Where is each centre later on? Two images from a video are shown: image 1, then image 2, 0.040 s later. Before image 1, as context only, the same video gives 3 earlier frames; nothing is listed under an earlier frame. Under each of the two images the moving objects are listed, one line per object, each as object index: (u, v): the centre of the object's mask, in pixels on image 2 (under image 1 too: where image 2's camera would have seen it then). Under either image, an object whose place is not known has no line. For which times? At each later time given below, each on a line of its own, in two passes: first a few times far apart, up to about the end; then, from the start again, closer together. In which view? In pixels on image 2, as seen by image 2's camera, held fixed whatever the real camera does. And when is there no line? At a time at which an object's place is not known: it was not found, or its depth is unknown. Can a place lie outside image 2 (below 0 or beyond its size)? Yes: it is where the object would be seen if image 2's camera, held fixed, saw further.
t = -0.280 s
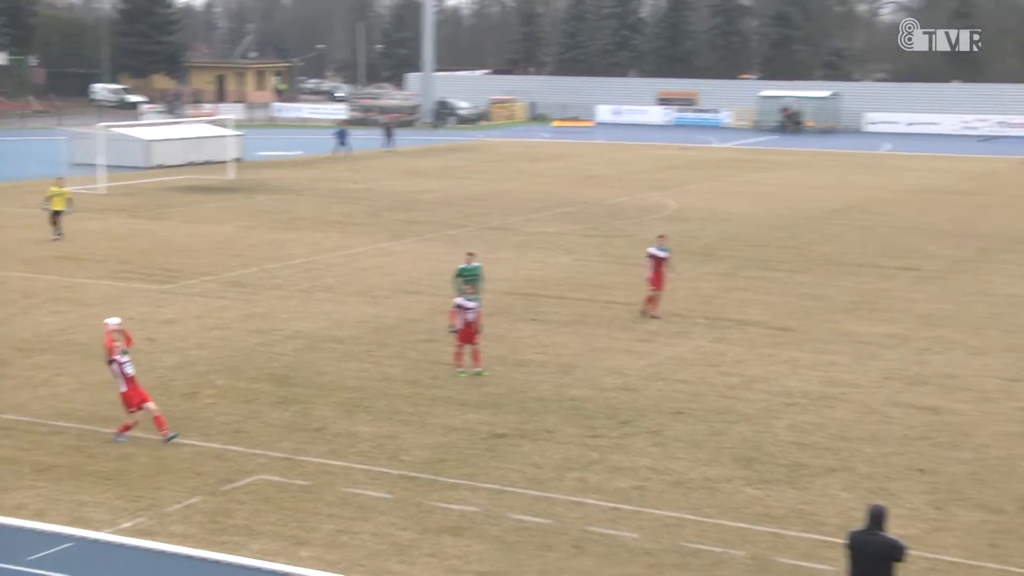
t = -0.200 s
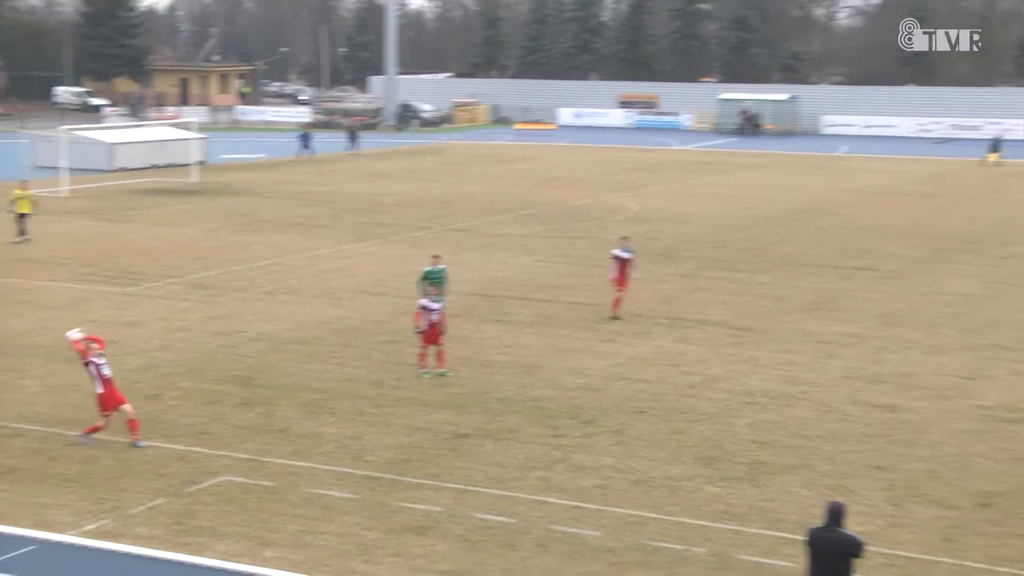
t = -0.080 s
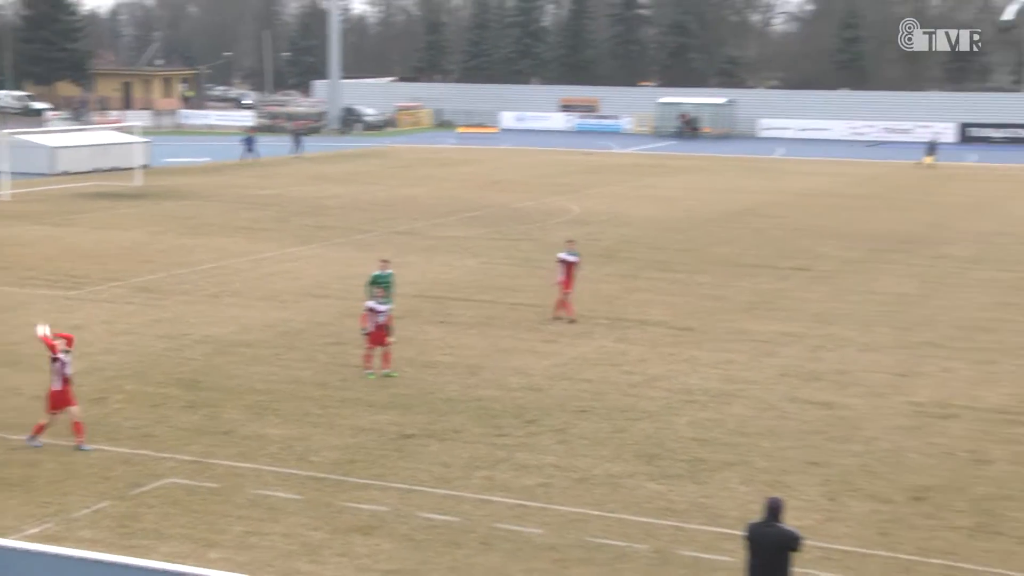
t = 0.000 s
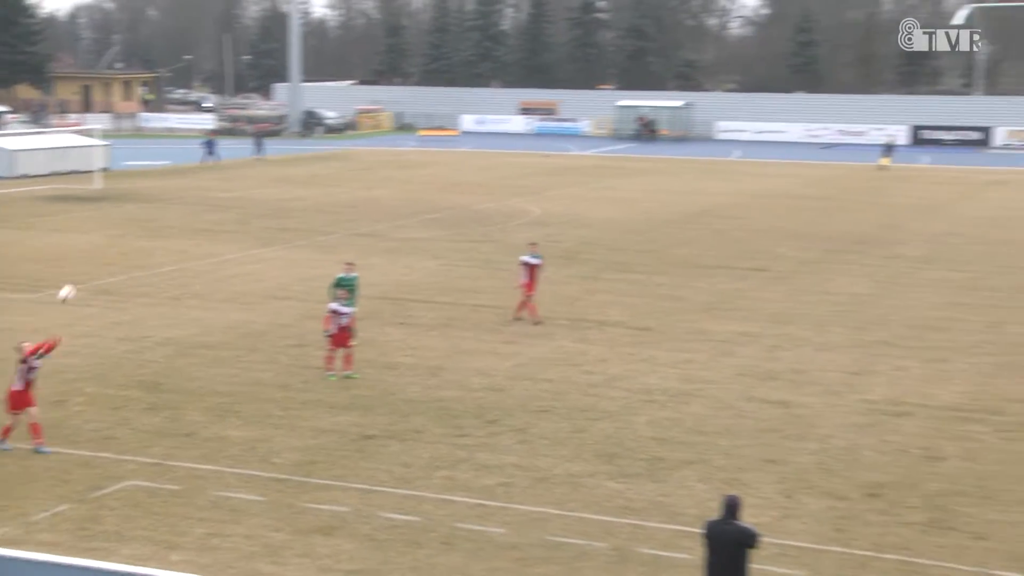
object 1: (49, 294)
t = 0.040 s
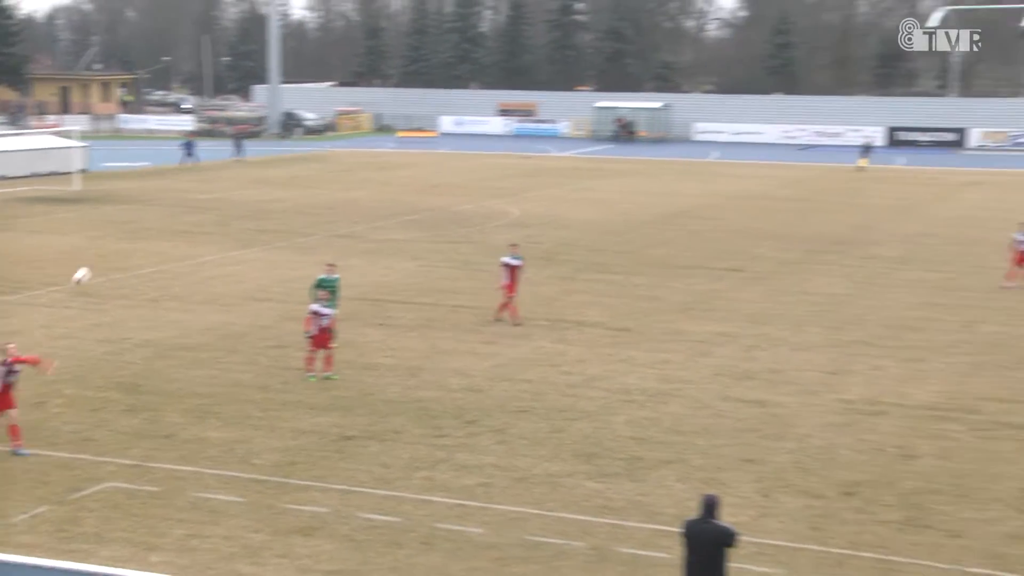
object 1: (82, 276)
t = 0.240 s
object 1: (271, 198)
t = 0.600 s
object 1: (606, 127)
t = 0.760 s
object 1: (754, 122)
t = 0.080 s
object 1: (118, 257)
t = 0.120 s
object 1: (155, 241)
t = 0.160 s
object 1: (194, 225)
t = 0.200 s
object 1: (232, 211)
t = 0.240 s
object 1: (271, 198)
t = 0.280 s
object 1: (308, 186)
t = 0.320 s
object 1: (346, 175)
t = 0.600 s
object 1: (606, 127)
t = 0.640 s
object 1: (642, 125)
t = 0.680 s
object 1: (680, 123)
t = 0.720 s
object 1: (716, 123)
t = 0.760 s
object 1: (754, 122)
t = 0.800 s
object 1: (793, 124)
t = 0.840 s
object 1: (832, 127)
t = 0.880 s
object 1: (871, 130)
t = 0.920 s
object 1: (911, 135)
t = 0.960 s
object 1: (952, 141)
